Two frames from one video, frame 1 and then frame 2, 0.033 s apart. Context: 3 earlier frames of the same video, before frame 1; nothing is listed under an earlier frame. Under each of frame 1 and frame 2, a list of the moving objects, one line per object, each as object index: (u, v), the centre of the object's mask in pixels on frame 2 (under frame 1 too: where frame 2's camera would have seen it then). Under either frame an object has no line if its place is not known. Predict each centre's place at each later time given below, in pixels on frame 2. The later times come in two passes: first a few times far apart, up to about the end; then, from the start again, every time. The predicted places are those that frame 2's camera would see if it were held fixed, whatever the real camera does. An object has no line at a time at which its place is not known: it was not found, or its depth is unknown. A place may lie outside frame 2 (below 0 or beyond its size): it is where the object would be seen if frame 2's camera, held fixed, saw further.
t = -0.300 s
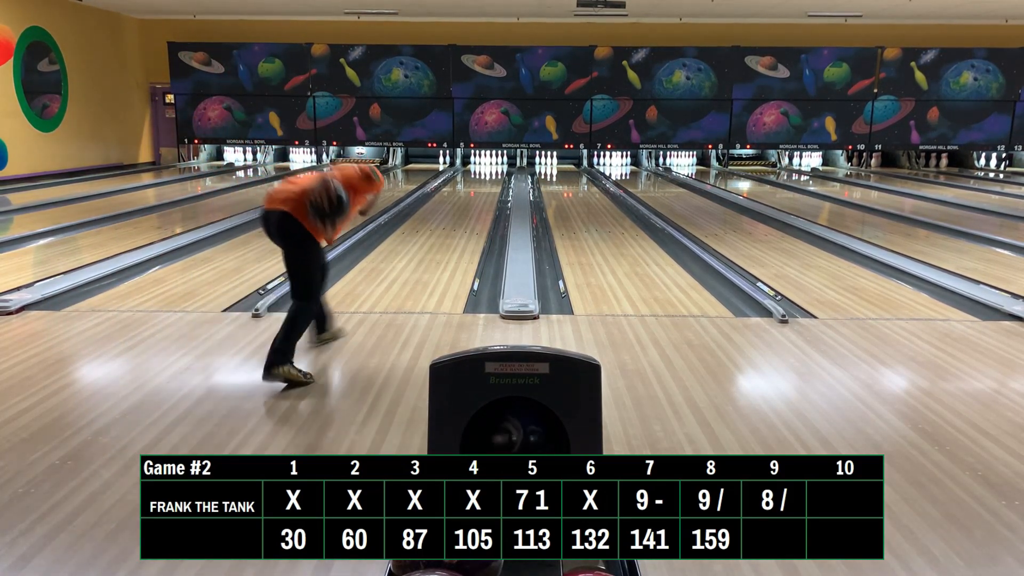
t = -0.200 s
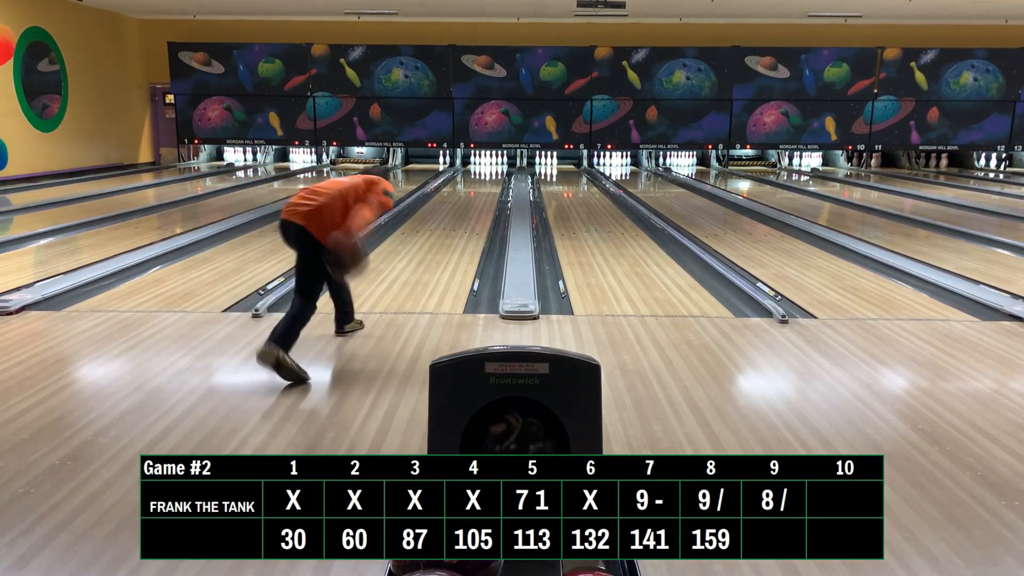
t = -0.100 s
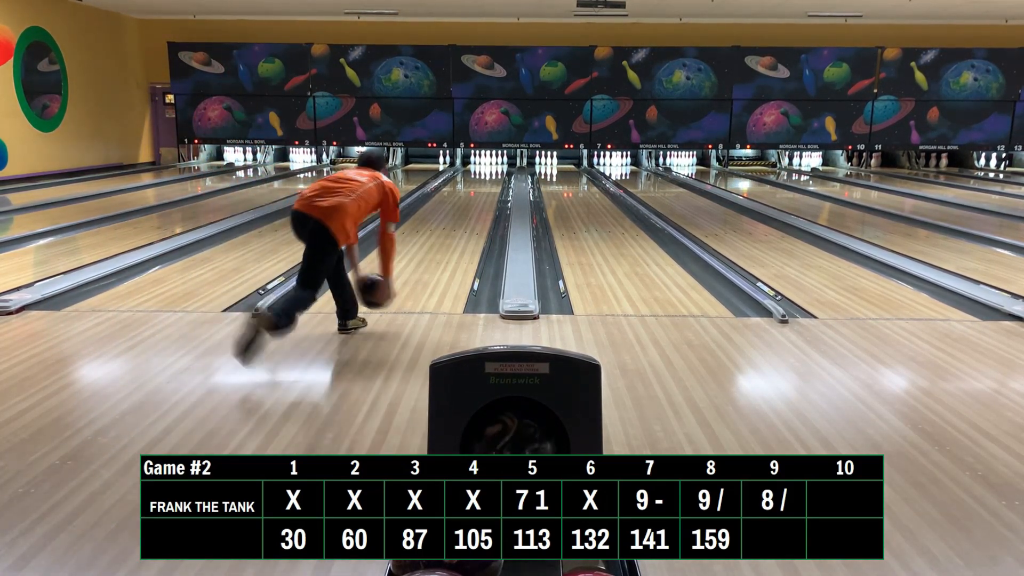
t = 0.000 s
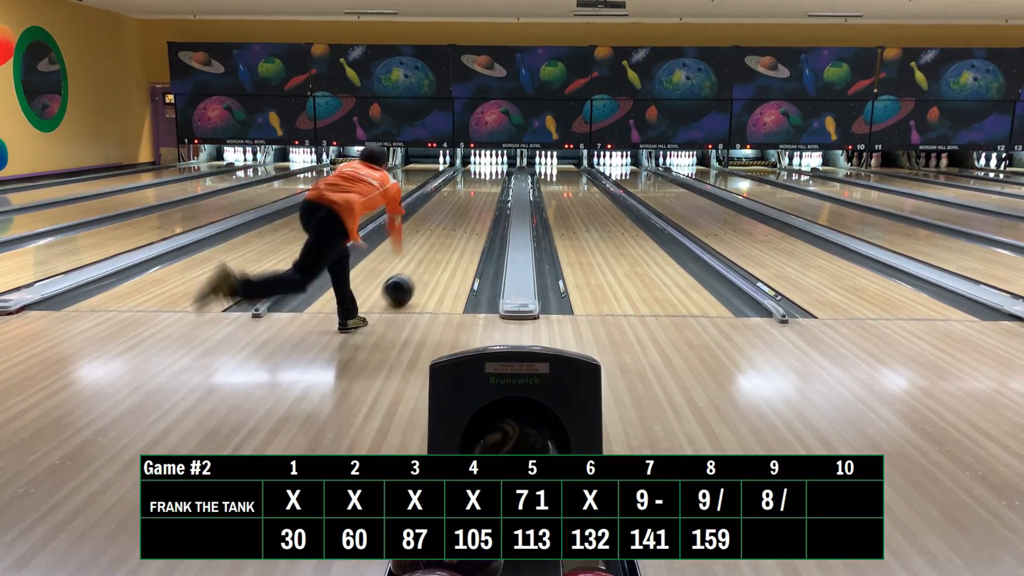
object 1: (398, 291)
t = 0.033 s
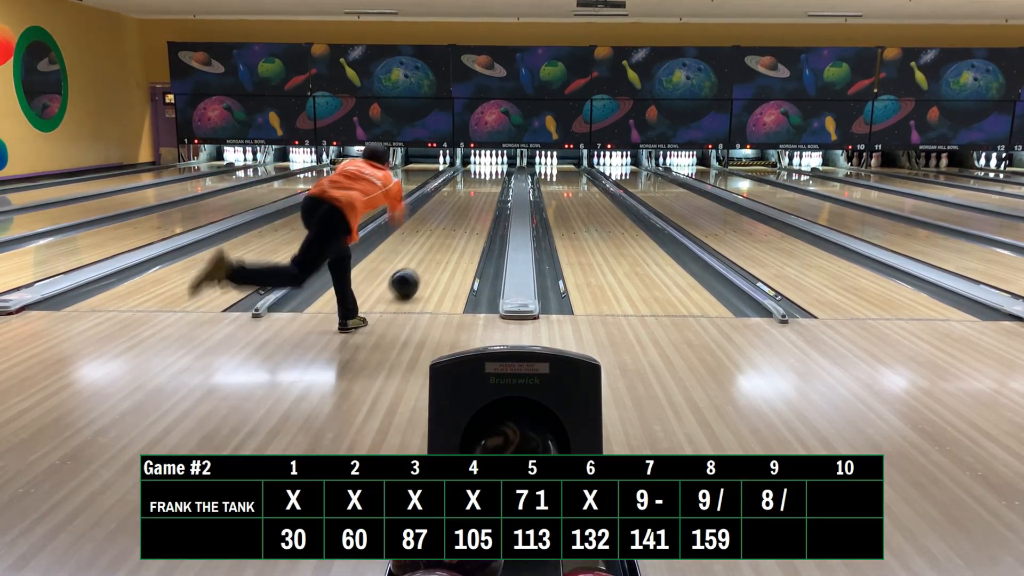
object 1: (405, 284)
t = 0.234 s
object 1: (433, 253)
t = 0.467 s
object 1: (454, 229)
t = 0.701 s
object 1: (468, 212)
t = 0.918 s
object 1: (477, 200)
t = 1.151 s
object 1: (484, 191)
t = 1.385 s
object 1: (490, 183)
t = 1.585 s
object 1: (493, 178)
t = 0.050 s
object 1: (407, 281)
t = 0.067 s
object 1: (410, 278)
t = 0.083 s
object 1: (413, 275)
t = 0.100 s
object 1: (415, 272)
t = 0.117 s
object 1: (418, 270)
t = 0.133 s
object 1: (420, 267)
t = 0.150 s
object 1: (422, 265)
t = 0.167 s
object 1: (425, 262)
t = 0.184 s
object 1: (427, 260)
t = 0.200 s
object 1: (429, 257)
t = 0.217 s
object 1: (431, 255)
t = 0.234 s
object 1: (433, 253)
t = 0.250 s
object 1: (435, 251)
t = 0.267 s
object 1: (436, 249)
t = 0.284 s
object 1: (438, 247)
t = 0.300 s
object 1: (440, 245)
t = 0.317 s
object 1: (441, 243)
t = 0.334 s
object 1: (443, 242)
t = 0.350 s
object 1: (444, 240)
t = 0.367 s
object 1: (446, 238)
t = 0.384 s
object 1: (447, 237)
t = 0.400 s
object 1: (449, 235)
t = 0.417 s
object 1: (450, 233)
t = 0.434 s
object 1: (451, 232)
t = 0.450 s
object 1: (453, 230)
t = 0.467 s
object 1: (454, 229)
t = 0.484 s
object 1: (455, 228)
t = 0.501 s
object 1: (456, 226)
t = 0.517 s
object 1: (457, 225)
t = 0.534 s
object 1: (458, 224)
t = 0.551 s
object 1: (459, 223)
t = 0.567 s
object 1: (460, 221)
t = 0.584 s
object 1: (461, 220)
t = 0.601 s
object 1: (463, 219)
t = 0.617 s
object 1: (464, 218)
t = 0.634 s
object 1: (465, 217)
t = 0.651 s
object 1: (465, 216)
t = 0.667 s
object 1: (466, 215)
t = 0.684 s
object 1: (467, 213)
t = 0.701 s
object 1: (468, 212)
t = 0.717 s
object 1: (469, 211)
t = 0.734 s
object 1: (470, 211)
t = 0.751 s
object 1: (470, 209)
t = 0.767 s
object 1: (471, 208)
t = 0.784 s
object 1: (472, 207)
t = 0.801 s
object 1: (472, 207)
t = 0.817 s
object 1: (473, 206)
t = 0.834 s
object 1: (474, 205)
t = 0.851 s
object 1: (475, 204)
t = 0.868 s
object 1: (476, 203)
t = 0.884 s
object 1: (476, 203)
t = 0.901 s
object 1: (477, 201)
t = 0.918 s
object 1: (477, 200)
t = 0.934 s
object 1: (478, 200)
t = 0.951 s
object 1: (479, 199)
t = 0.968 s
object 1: (479, 198)
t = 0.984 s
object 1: (479, 198)
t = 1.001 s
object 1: (480, 197)
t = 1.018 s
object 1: (481, 196)
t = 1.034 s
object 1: (481, 195)
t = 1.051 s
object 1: (481, 195)
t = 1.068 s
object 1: (482, 194)
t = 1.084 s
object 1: (483, 193)
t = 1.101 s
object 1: (483, 193)
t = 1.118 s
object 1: (483, 192)
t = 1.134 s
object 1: (484, 191)
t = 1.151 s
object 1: (484, 191)
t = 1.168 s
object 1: (485, 190)
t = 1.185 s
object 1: (485, 190)
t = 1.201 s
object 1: (486, 189)
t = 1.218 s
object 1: (486, 188)
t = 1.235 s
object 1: (487, 188)
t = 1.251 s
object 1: (487, 188)
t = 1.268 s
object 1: (488, 187)
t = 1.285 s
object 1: (488, 186)
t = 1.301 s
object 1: (488, 186)
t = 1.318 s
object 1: (489, 185)
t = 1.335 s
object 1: (489, 185)
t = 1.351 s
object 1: (489, 184)
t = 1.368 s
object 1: (489, 184)
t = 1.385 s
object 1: (490, 183)
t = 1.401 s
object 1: (490, 183)
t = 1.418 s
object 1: (490, 182)
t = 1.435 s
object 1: (491, 182)
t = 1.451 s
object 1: (491, 182)
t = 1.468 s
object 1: (491, 181)
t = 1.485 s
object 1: (492, 181)
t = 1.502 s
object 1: (492, 180)
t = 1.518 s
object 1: (492, 180)
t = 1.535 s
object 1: (492, 180)
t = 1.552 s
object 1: (492, 179)
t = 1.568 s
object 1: (493, 179)
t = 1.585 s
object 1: (493, 178)
